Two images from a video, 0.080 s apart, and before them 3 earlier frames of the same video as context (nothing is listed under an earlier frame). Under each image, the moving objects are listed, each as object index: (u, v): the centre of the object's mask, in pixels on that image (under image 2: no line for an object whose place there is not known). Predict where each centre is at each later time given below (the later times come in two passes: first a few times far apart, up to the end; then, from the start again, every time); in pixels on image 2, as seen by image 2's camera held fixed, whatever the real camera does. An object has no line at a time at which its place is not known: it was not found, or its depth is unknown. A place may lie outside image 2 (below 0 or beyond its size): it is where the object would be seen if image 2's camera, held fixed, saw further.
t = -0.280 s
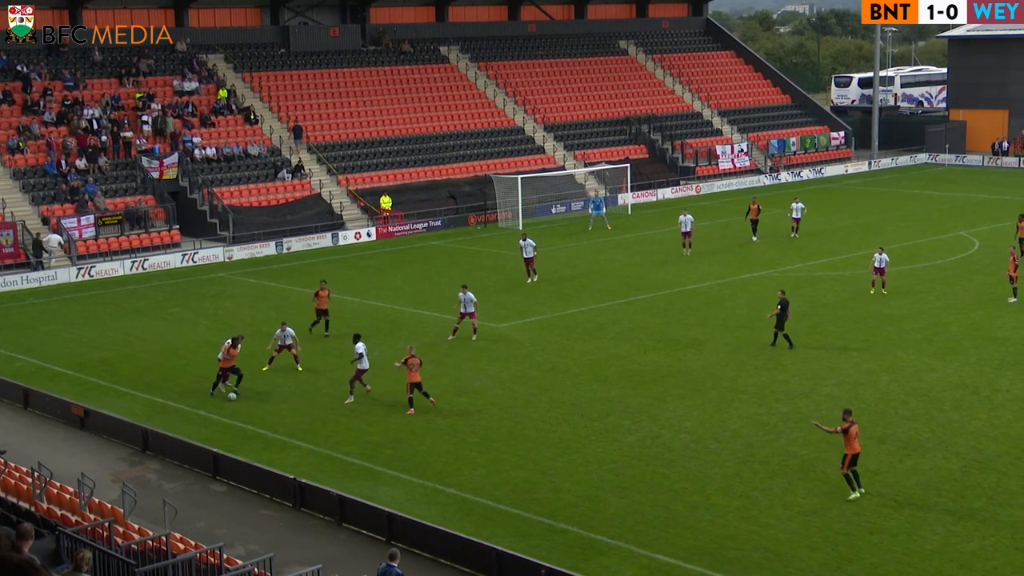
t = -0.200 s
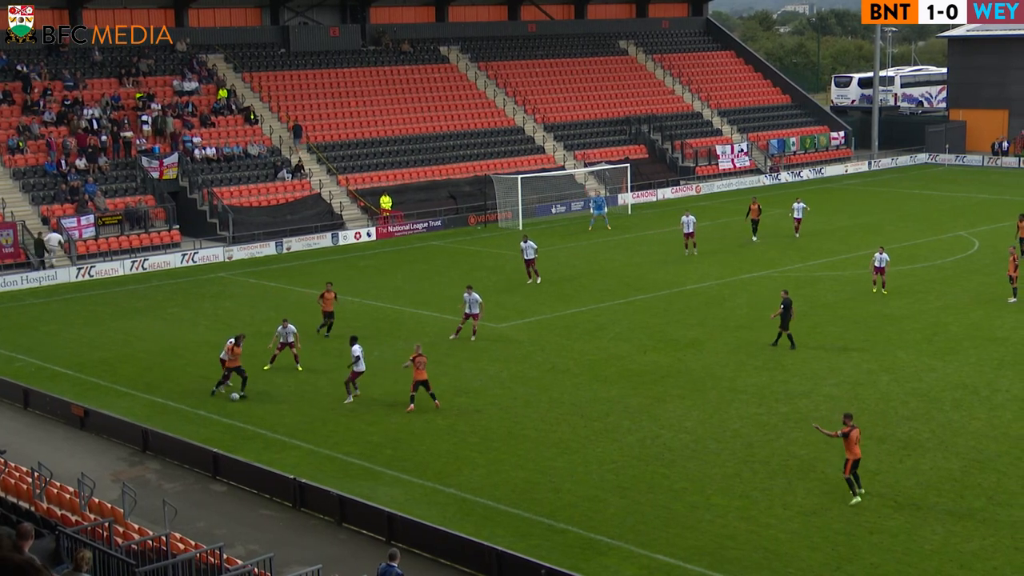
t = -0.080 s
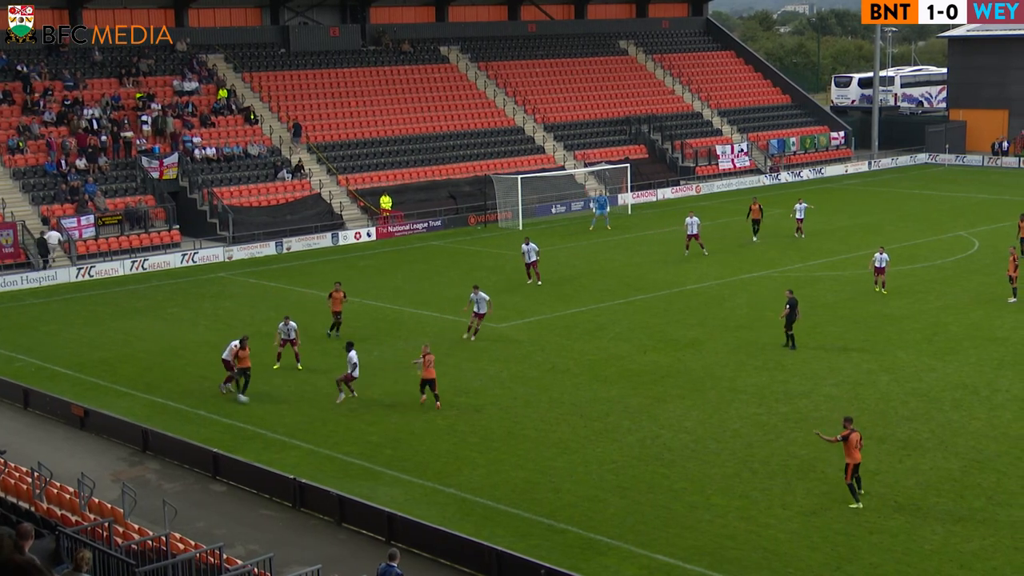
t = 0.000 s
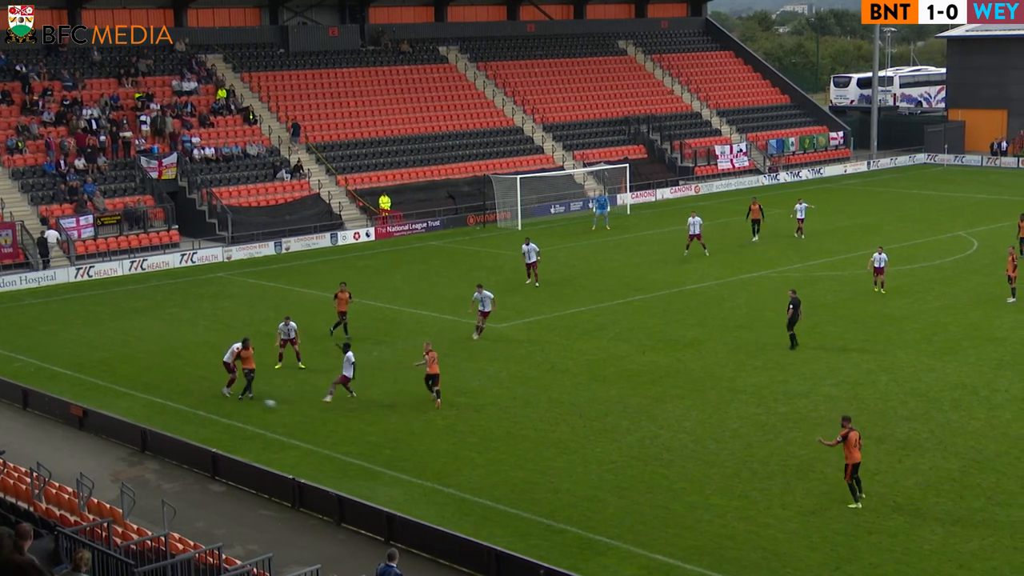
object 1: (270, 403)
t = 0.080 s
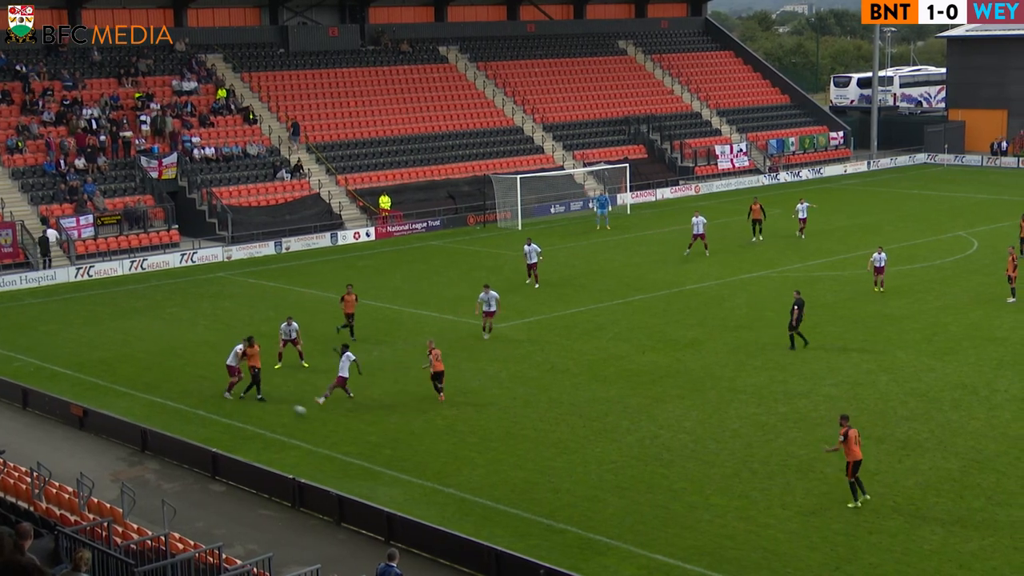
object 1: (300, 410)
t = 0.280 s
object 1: (375, 429)
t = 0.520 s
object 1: (467, 451)
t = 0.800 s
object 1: (574, 473)
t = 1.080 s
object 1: (669, 495)
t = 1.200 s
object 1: (709, 503)
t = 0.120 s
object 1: (314, 414)
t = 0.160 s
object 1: (330, 419)
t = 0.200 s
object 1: (345, 425)
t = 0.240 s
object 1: (361, 427)
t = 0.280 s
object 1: (375, 429)
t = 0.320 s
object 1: (390, 432)
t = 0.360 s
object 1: (405, 435)
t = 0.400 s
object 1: (421, 440)
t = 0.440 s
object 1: (437, 445)
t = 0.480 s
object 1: (452, 449)
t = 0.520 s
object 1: (467, 451)
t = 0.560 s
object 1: (482, 453)
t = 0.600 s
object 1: (498, 456)
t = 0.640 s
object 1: (513, 461)
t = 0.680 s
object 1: (530, 466)
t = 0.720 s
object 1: (544, 469)
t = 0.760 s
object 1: (559, 471)
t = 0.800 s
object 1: (574, 473)
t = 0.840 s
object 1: (588, 477)
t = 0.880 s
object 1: (603, 481)
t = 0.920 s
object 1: (617, 484)
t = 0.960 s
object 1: (630, 486)
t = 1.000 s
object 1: (643, 488)
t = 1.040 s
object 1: (656, 491)
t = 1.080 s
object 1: (669, 495)
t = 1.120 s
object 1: (683, 499)
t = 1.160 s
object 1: (696, 500)
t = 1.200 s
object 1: (709, 503)
